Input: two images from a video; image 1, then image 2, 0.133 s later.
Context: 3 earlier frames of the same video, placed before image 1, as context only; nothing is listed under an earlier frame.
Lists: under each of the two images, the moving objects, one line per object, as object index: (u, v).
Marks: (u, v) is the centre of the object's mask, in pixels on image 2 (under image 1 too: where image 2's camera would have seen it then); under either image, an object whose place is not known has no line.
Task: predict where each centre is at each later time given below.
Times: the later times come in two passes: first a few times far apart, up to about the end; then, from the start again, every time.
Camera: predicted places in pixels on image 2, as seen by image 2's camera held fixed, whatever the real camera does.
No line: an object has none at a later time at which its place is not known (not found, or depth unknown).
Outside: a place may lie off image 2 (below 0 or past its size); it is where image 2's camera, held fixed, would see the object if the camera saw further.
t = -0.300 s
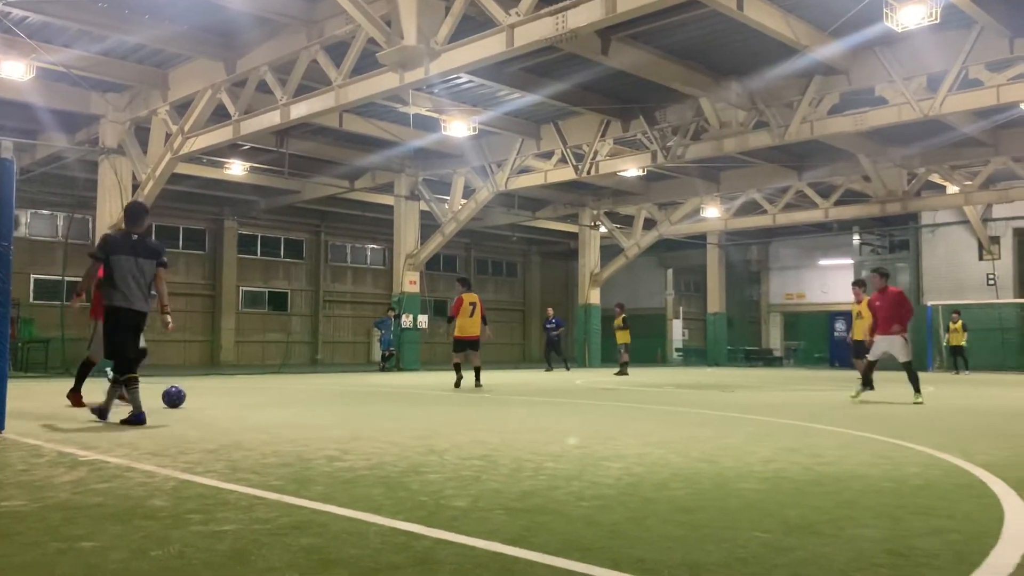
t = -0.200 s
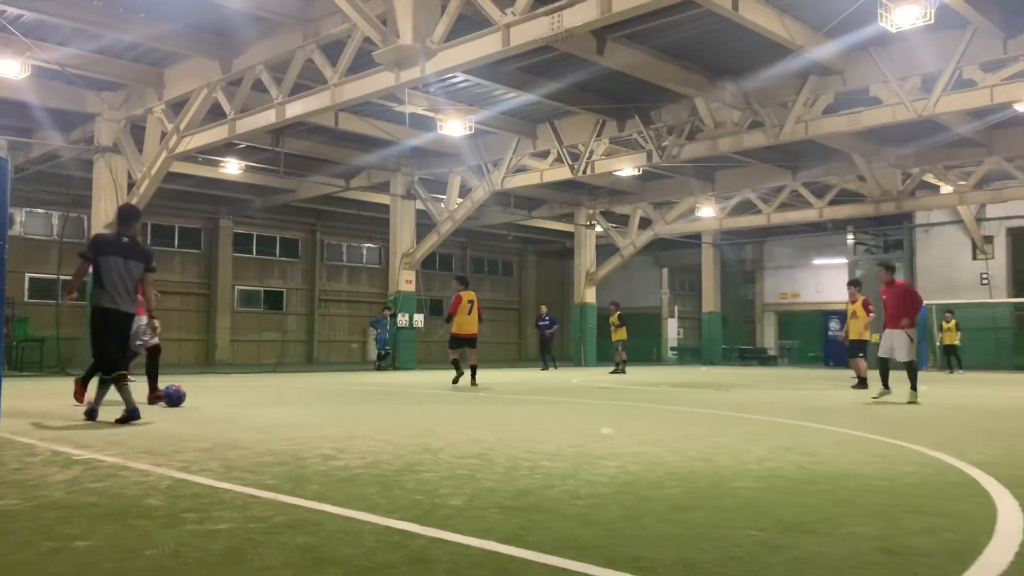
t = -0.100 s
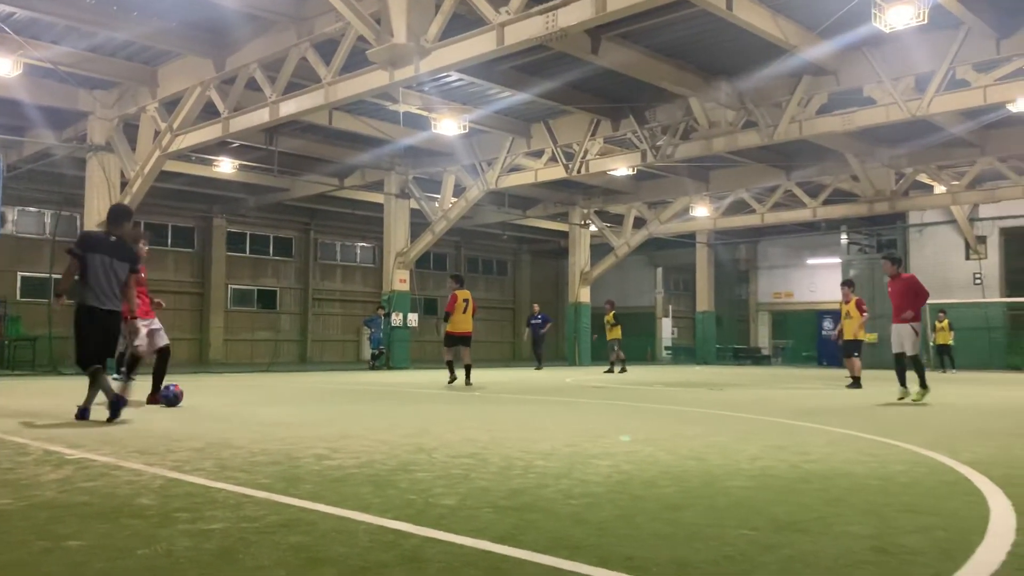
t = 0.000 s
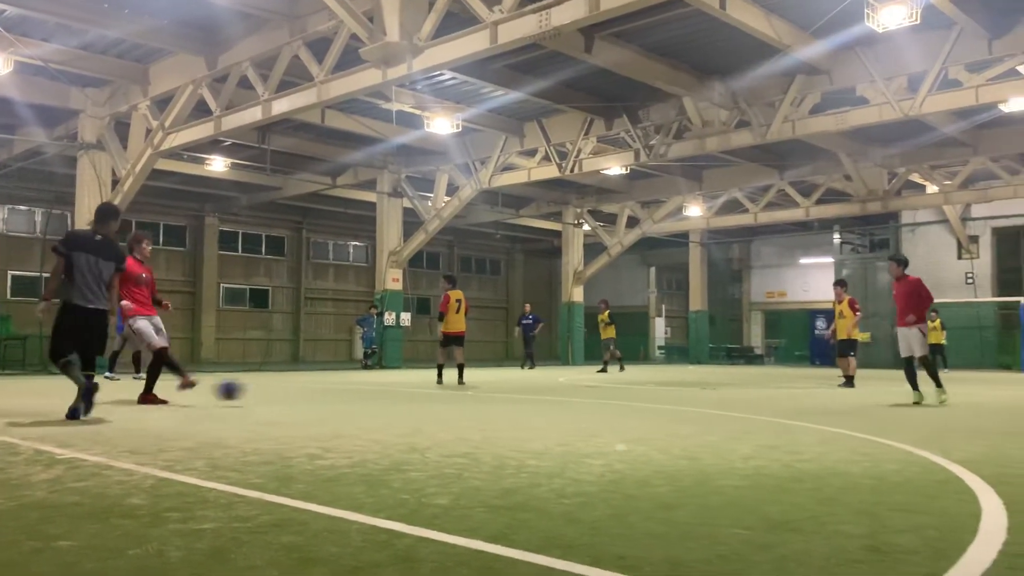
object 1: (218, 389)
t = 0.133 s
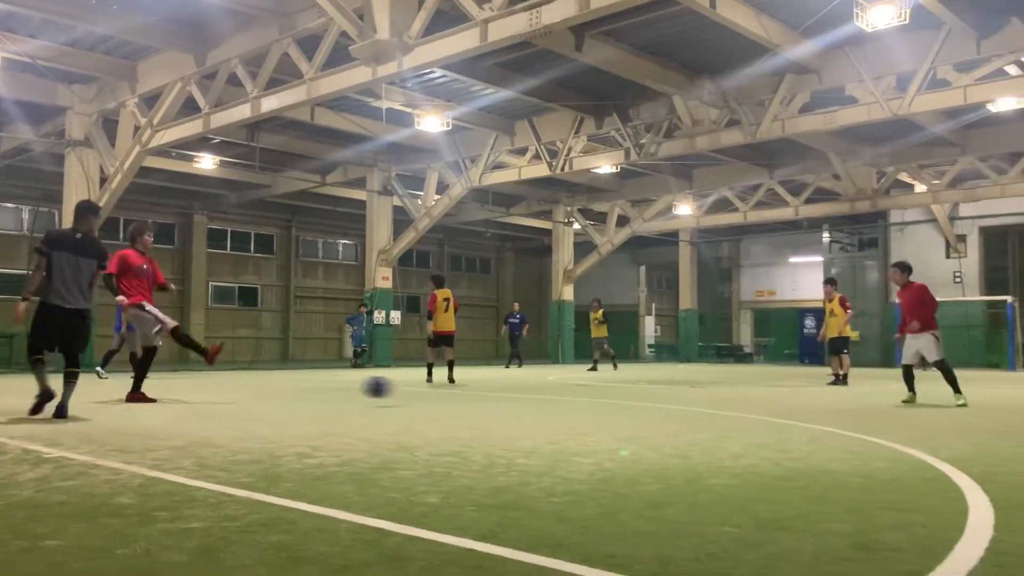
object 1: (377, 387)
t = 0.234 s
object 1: (493, 395)
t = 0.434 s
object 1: (692, 393)
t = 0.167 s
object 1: (414, 389)
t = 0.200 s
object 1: (455, 392)
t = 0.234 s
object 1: (493, 395)
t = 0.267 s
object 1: (527, 392)
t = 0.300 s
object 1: (559, 390)
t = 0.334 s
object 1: (592, 389)
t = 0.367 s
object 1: (626, 389)
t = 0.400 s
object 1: (659, 390)
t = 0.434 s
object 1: (692, 393)
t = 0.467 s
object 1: (726, 398)
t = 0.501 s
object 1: (755, 395)
